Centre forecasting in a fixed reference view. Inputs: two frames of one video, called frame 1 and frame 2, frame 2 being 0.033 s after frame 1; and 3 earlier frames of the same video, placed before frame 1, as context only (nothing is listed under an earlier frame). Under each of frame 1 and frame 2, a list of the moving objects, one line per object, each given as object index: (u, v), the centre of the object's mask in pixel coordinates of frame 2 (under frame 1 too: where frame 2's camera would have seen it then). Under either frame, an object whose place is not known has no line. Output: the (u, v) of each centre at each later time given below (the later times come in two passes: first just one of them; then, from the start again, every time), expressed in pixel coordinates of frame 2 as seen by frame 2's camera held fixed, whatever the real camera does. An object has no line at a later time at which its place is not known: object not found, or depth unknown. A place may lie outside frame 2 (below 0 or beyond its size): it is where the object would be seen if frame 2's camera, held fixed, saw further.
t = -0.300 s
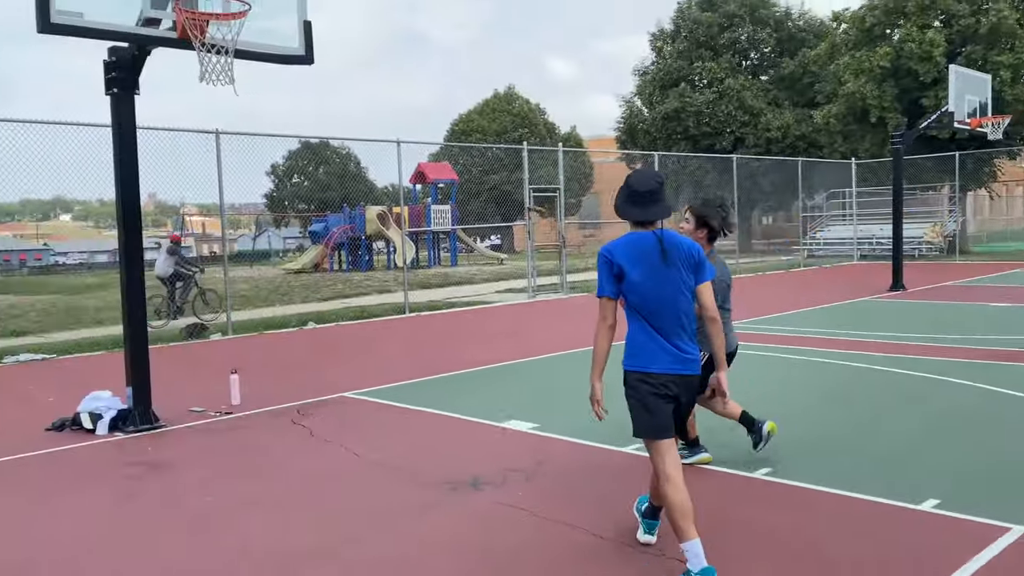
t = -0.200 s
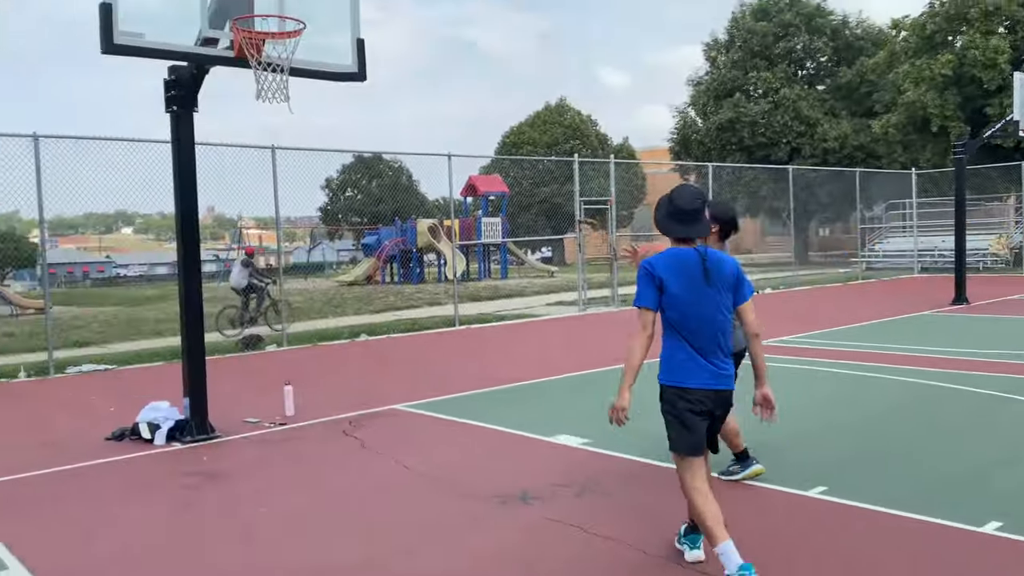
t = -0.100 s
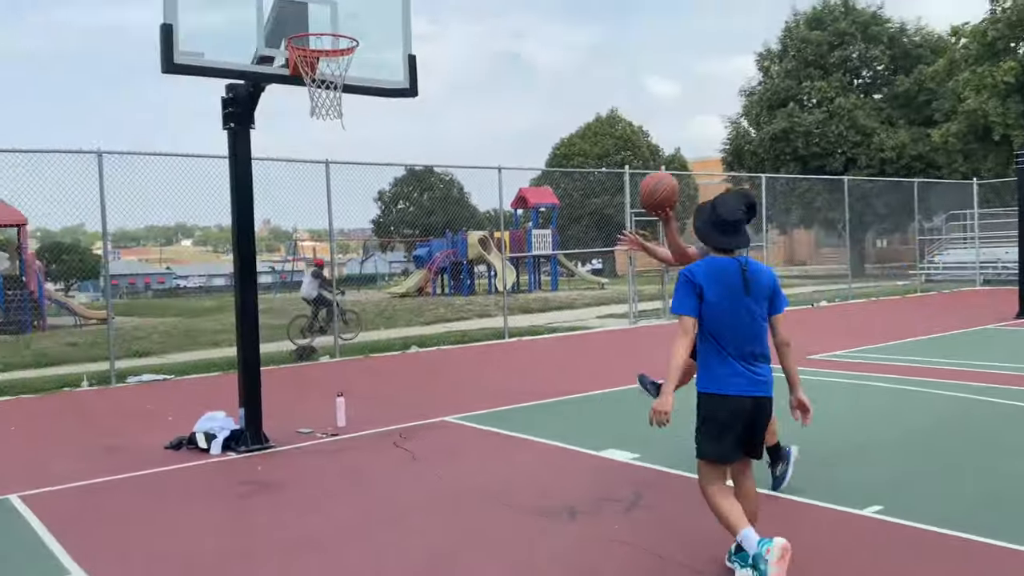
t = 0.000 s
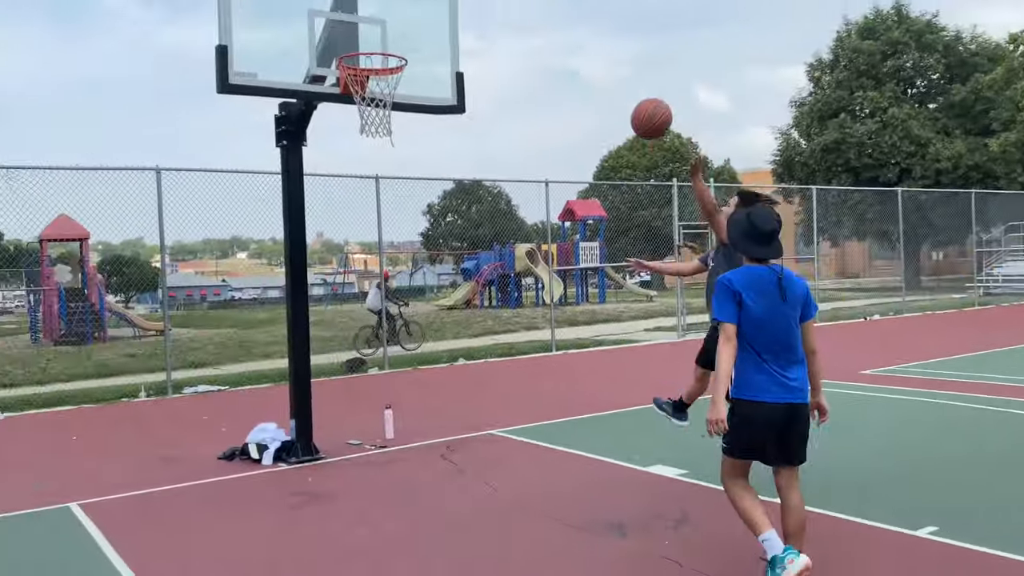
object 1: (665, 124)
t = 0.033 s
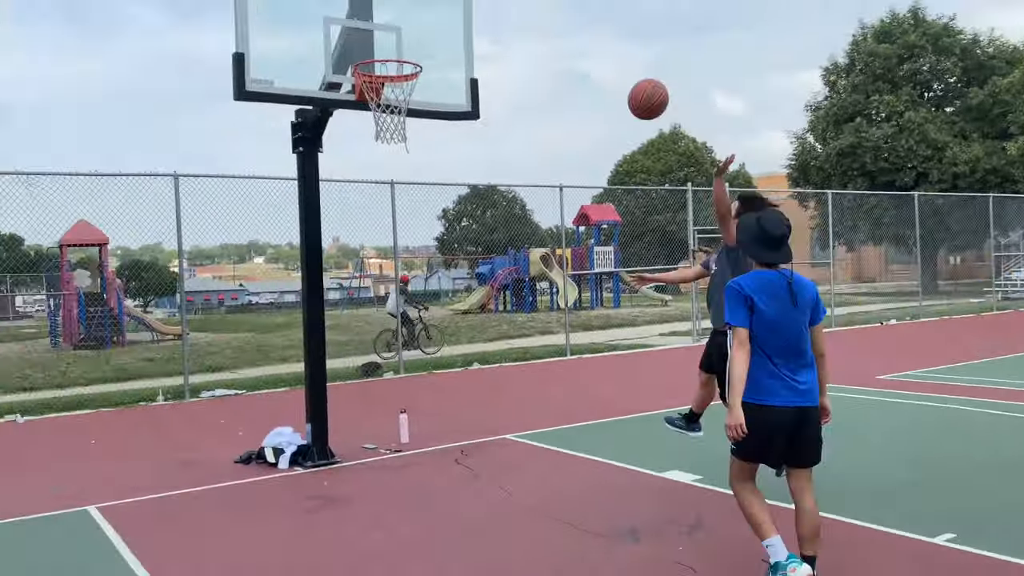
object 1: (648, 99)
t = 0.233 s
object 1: (551, -3)
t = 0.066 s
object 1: (631, 76)
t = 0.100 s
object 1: (615, 56)
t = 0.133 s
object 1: (598, 38)
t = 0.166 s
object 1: (582, 23)
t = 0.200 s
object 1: (566, 9)
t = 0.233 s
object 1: (551, -3)
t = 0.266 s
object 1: (536, -13)
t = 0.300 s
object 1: (521, -20)
